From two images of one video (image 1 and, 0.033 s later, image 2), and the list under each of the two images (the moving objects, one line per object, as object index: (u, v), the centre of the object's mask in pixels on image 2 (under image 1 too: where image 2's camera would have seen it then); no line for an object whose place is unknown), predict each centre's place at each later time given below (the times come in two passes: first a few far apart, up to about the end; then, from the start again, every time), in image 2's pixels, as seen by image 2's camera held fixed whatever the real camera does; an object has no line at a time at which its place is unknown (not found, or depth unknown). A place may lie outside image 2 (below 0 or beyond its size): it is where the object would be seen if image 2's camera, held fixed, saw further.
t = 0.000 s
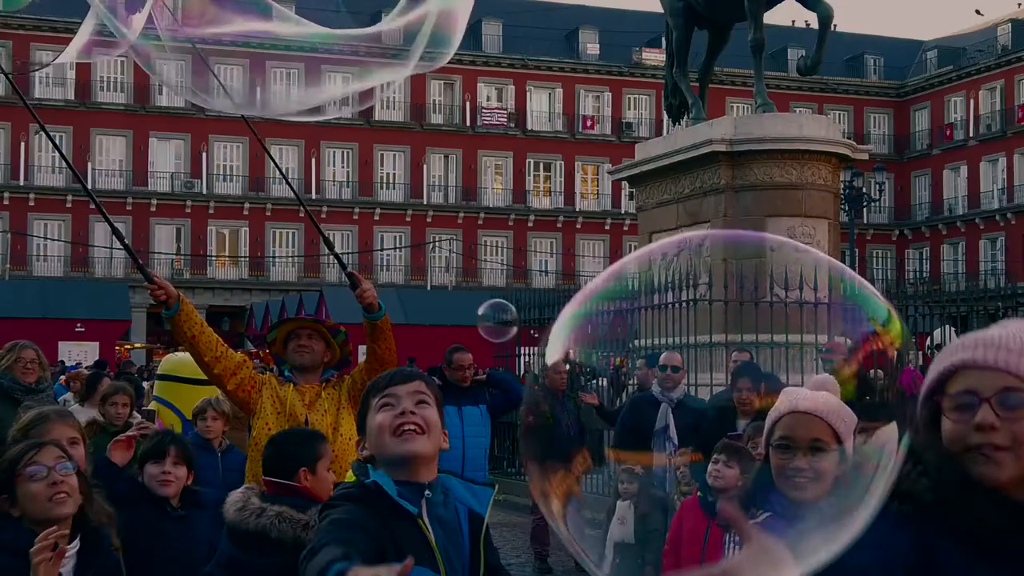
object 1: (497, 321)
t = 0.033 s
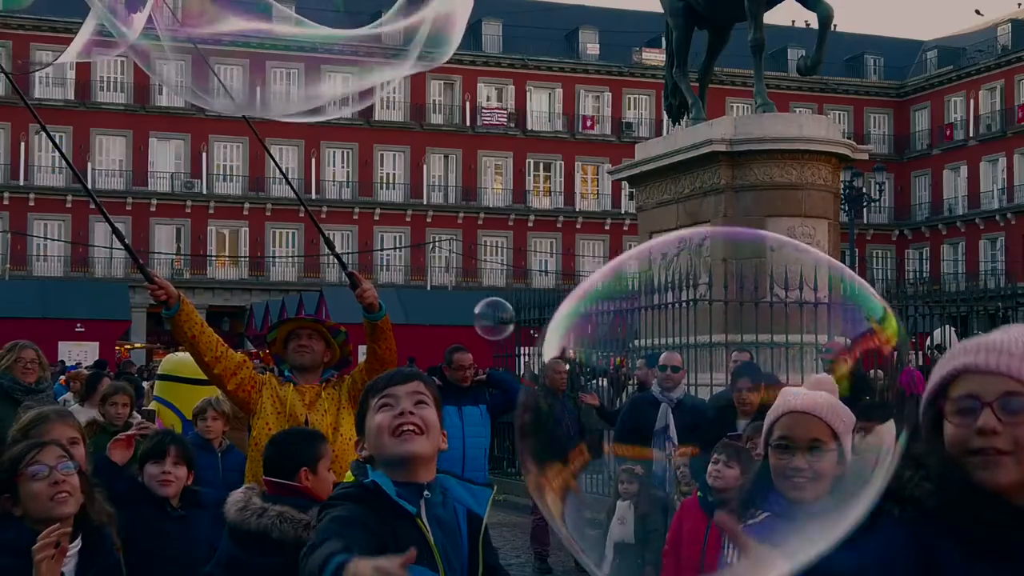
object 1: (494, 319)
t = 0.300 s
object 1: (471, 301)
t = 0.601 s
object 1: (454, 273)
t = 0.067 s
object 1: (491, 317)
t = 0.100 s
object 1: (488, 314)
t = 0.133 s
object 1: (484, 312)
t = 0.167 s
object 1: (482, 310)
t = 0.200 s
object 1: (479, 308)
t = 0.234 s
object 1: (476, 306)
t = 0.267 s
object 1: (474, 303)
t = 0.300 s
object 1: (471, 301)
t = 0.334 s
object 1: (469, 298)
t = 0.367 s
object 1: (467, 295)
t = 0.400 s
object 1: (465, 292)
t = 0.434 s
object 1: (463, 289)
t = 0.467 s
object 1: (461, 286)
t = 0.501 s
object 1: (460, 283)
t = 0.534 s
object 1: (458, 280)
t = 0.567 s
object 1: (456, 276)
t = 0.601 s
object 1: (454, 273)
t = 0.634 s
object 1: (452, 269)
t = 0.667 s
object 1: (460, 266)
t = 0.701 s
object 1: (461, 263)
